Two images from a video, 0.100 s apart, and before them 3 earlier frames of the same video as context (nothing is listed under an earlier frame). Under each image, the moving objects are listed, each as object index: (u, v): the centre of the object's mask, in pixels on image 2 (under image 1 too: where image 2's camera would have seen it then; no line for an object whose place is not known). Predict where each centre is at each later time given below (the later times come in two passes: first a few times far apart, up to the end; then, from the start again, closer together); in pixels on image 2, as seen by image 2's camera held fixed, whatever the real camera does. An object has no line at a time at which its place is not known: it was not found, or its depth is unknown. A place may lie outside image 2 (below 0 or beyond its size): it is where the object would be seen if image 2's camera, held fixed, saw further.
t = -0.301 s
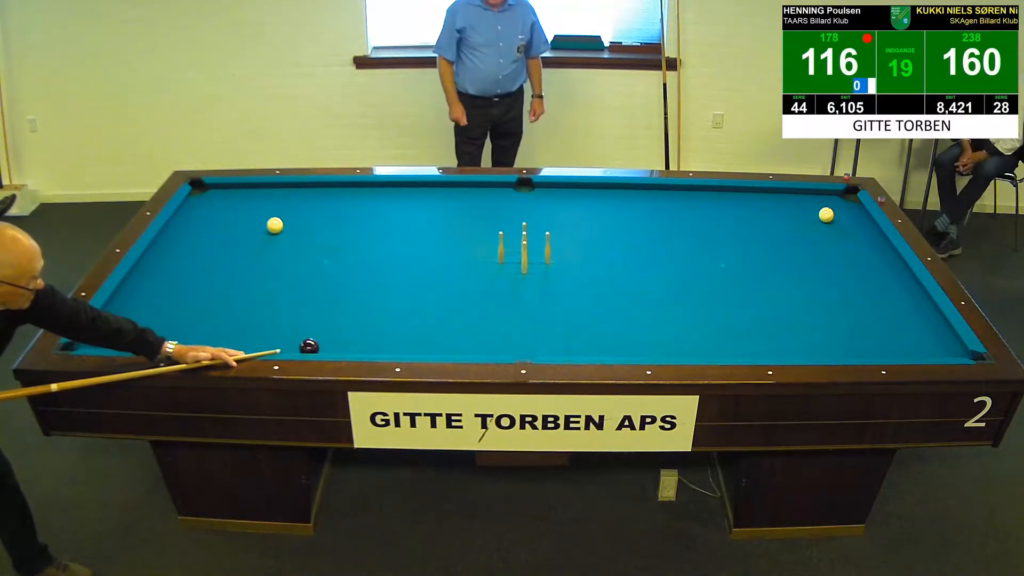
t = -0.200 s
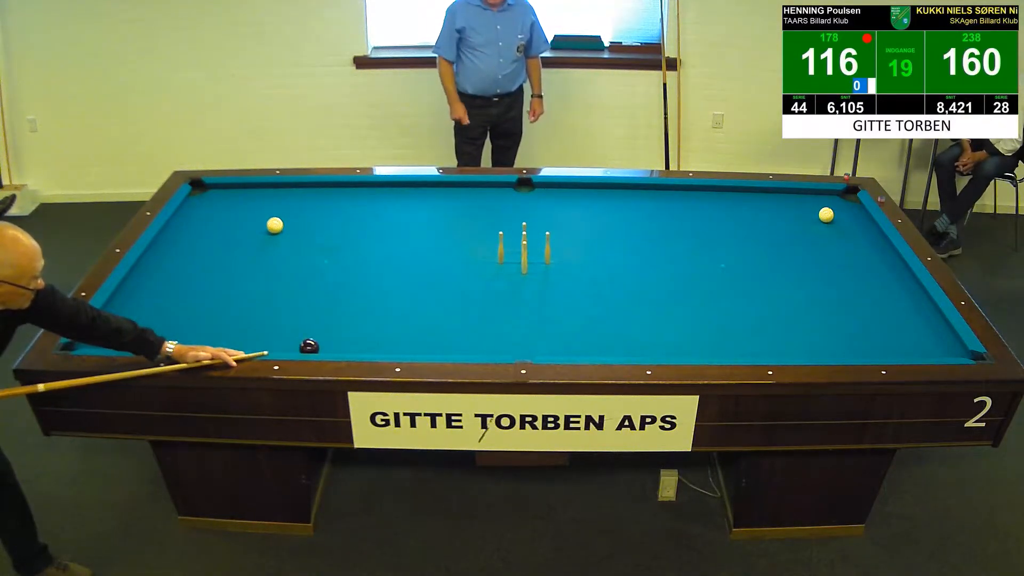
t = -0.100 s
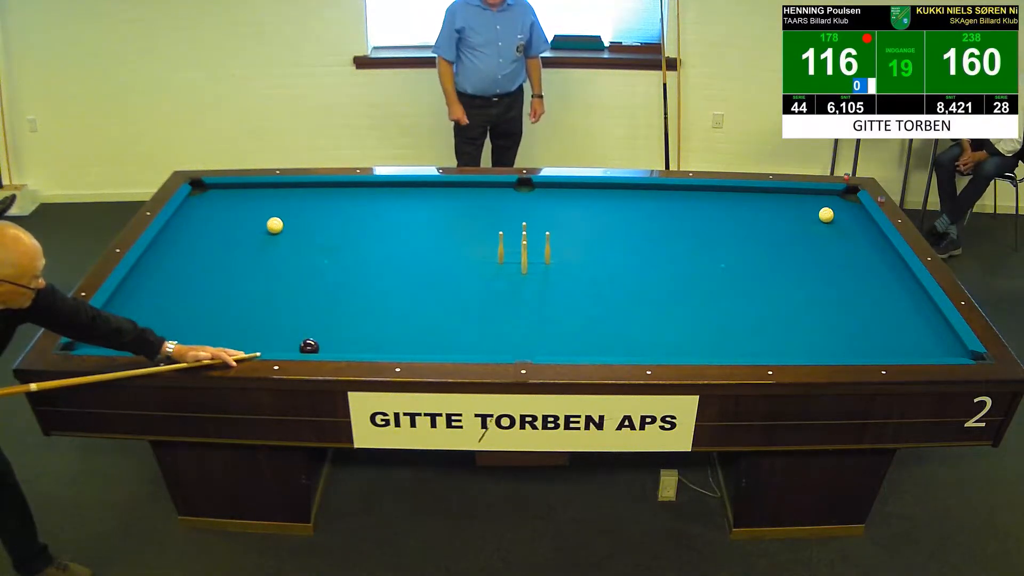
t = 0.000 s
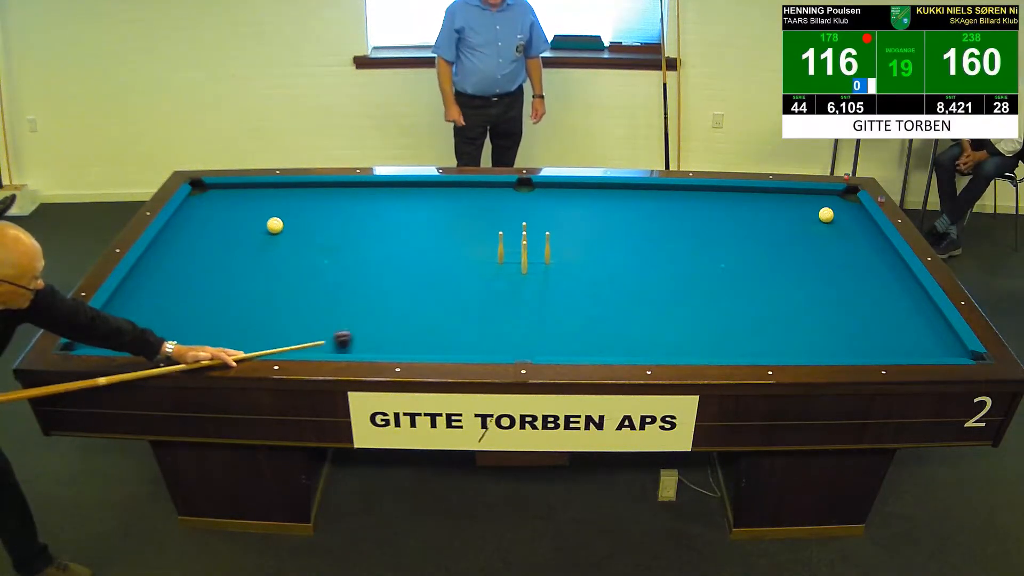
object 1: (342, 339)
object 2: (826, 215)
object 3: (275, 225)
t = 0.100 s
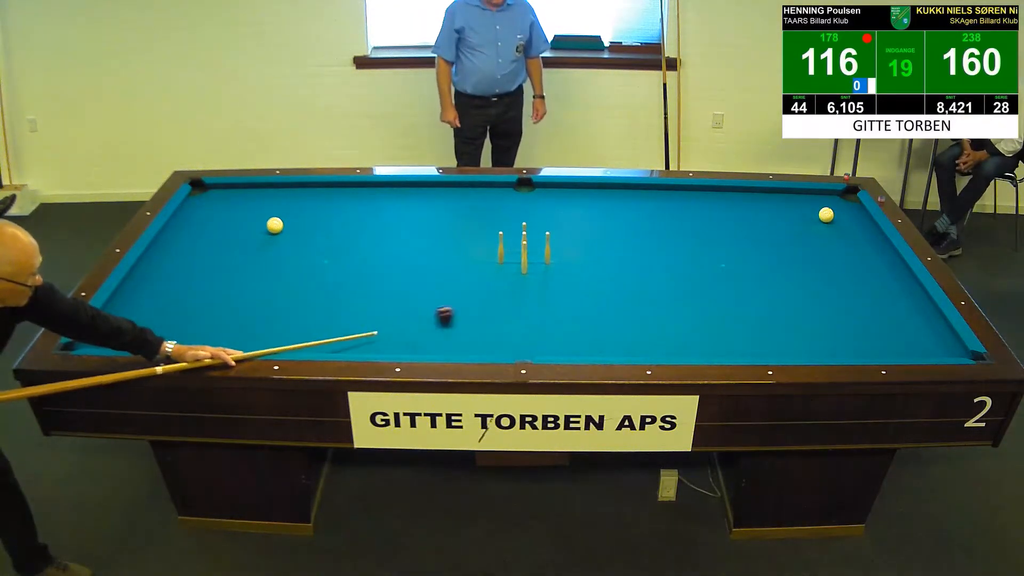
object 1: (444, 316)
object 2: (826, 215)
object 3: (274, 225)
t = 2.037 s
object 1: (539, 227)
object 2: (853, 314)
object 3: (275, 226)
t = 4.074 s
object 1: (232, 238)
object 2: (620, 250)
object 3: (193, 219)
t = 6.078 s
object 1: (151, 254)
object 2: (459, 188)
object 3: (323, 212)
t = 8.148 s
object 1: (155, 257)
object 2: (412, 213)
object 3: (378, 214)
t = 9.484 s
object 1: (155, 257)
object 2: (420, 218)
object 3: (373, 216)
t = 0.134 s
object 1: (475, 308)
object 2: (826, 215)
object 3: (275, 225)
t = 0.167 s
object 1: (505, 300)
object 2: (826, 215)
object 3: (275, 225)
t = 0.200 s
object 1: (535, 293)
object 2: (826, 215)
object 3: (274, 225)
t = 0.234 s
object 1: (562, 286)
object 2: (826, 215)
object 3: (275, 225)
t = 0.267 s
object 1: (587, 280)
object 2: (826, 215)
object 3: (274, 225)
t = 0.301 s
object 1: (612, 274)
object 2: (826, 215)
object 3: (274, 226)
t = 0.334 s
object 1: (636, 268)
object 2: (826, 215)
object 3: (275, 225)
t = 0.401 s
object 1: (680, 257)
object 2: (826, 215)
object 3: (275, 225)
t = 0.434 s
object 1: (702, 251)
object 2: (826, 215)
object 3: (275, 225)
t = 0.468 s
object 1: (722, 247)
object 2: (826, 215)
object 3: (275, 225)
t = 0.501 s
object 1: (742, 242)
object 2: (826, 215)
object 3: (275, 225)
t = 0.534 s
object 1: (762, 236)
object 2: (826, 215)
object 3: (275, 225)
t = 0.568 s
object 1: (780, 232)
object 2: (826, 215)
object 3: (275, 225)
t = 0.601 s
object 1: (799, 227)
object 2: (826, 215)
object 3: (274, 225)
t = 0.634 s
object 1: (816, 223)
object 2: (826, 215)
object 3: (275, 225)
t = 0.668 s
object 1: (832, 223)
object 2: (827, 211)
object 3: (274, 225)
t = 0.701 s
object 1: (845, 224)
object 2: (830, 206)
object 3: (275, 225)
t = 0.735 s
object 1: (860, 227)
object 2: (833, 200)
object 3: (275, 225)
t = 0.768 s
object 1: (874, 229)
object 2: (835, 195)
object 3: (275, 225)
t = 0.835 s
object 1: (855, 230)
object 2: (846, 198)
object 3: (275, 225)
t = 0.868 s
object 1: (844, 230)
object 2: (852, 202)
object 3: (275, 225)
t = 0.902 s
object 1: (834, 230)
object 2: (858, 205)
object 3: (275, 225)
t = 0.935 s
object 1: (823, 230)
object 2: (858, 208)
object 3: (275, 225)
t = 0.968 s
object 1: (814, 231)
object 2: (857, 211)
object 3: (275, 225)
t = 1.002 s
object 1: (804, 231)
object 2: (857, 214)
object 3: (275, 225)
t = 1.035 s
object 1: (795, 231)
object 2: (857, 217)
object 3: (275, 225)
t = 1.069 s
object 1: (787, 231)
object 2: (857, 219)
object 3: (275, 225)
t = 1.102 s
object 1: (778, 230)
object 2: (857, 222)
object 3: (275, 225)
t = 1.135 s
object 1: (770, 230)
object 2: (857, 225)
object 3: (275, 225)
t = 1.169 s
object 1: (762, 230)
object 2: (857, 228)
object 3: (275, 225)
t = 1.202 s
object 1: (753, 230)
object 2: (857, 230)
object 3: (275, 225)
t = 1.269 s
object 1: (736, 230)
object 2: (856, 236)
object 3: (275, 225)
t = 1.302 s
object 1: (728, 230)
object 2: (856, 239)
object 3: (274, 225)
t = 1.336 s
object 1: (719, 230)
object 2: (856, 242)
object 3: (274, 225)
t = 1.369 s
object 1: (711, 230)
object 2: (856, 245)
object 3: (274, 225)
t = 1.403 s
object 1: (702, 229)
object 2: (856, 248)
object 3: (274, 225)
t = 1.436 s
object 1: (694, 229)
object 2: (856, 251)
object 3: (274, 225)
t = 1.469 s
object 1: (685, 229)
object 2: (856, 254)
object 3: (274, 225)
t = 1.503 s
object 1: (676, 229)
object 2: (856, 258)
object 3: (275, 225)
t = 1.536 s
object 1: (668, 229)
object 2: (856, 261)
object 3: (275, 225)
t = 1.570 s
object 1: (659, 228)
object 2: (855, 264)
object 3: (274, 225)
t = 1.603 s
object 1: (651, 228)
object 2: (855, 267)
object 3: (274, 225)
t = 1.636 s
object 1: (642, 228)
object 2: (855, 271)
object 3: (274, 225)
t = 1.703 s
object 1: (625, 228)
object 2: (855, 277)
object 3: (274, 225)
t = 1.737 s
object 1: (616, 228)
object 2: (855, 281)
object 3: (274, 225)
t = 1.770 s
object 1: (608, 228)
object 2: (855, 284)
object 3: (274, 225)
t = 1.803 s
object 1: (599, 228)
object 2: (854, 288)
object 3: (274, 225)
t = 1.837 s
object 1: (590, 228)
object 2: (854, 291)
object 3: (275, 225)
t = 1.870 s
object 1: (582, 227)
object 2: (854, 295)
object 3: (275, 225)
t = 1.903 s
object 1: (573, 227)
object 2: (854, 299)
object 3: (275, 225)
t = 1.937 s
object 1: (565, 227)
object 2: (854, 302)
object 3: (275, 225)
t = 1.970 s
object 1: (556, 227)
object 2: (854, 306)
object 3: (275, 226)
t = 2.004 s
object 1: (547, 227)
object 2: (853, 310)
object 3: (275, 225)
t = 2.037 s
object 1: (539, 227)
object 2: (853, 314)
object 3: (275, 226)
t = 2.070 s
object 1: (531, 227)
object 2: (853, 318)
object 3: (275, 225)
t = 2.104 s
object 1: (521, 227)
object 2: (853, 322)
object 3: (275, 225)
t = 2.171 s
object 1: (505, 227)
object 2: (852, 330)
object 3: (275, 226)
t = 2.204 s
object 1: (495, 227)
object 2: (852, 334)
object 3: (275, 225)
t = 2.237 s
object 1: (487, 227)
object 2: (852, 338)
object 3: (275, 225)
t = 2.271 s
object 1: (479, 227)
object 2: (851, 342)
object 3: (275, 225)
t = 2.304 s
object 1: (471, 227)
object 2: (851, 346)
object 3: (275, 225)
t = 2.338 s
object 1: (462, 227)
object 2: (851, 350)
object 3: (275, 225)
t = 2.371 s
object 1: (454, 227)
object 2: (851, 352)
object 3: (275, 225)
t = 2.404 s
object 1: (445, 227)
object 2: (845, 351)
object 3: (275, 225)
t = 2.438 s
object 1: (437, 227)
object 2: (839, 349)
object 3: (275, 225)
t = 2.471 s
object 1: (429, 227)
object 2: (833, 346)
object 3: (275, 225)
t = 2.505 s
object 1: (420, 227)
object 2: (828, 344)
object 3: (275, 225)
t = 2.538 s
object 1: (412, 227)
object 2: (823, 342)
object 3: (275, 225)
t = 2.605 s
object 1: (396, 227)
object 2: (812, 337)
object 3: (275, 225)
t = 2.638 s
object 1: (388, 227)
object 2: (807, 334)
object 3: (275, 225)
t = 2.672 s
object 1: (380, 227)
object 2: (802, 332)
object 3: (275, 225)
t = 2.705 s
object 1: (371, 227)
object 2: (797, 330)
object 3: (275, 225)
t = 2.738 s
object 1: (364, 227)
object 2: (792, 327)
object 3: (275, 225)
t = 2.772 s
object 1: (356, 227)
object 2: (787, 325)
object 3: (275, 225)
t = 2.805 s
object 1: (347, 227)
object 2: (782, 323)
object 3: (274, 225)
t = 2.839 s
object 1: (340, 227)
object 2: (777, 320)
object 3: (274, 225)
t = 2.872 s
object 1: (332, 227)
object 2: (772, 318)
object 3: (274, 225)
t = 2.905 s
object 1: (324, 227)
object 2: (767, 316)
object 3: (275, 225)
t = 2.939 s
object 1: (316, 227)
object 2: (762, 313)
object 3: (274, 225)
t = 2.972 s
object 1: (309, 227)
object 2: (757, 311)
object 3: (275, 225)
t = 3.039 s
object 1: (293, 227)
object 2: (748, 307)
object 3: (274, 225)
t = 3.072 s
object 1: (289, 227)
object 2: (743, 305)
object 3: (271, 225)
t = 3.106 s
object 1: (288, 228)
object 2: (739, 303)
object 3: (265, 225)
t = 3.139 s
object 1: (286, 228)
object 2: (734, 301)
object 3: (260, 225)
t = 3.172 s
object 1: (284, 229)
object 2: (730, 299)
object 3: (255, 224)
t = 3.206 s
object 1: (282, 229)
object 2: (725, 297)
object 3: (250, 224)
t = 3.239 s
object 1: (280, 229)
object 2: (720, 295)
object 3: (246, 224)
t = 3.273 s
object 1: (278, 230)
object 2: (716, 293)
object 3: (242, 224)
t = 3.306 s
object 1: (276, 230)
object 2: (712, 291)
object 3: (237, 223)
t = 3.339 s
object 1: (274, 231)
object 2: (707, 289)
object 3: (233, 223)
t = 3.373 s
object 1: (272, 231)
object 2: (703, 287)
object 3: (229, 223)
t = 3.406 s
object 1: (270, 231)
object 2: (699, 285)
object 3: (225, 223)
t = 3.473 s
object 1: (266, 232)
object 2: (690, 281)
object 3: (216, 222)
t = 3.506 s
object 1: (264, 232)
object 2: (686, 279)
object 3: (212, 222)
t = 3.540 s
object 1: (262, 233)
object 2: (682, 277)
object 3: (208, 222)
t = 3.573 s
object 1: (260, 233)
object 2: (678, 275)
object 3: (204, 221)
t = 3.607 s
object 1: (258, 233)
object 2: (674, 274)
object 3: (200, 221)
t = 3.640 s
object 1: (256, 234)
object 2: (670, 272)
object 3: (196, 221)
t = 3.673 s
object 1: (254, 234)
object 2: (666, 270)
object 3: (192, 221)
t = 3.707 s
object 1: (252, 234)
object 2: (662, 268)
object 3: (188, 221)
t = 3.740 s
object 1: (250, 235)
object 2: (658, 267)
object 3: (184, 220)
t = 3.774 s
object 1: (248, 235)
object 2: (654, 265)
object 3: (181, 220)
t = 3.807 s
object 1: (246, 236)
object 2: (650, 263)
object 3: (177, 220)
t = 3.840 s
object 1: (244, 236)
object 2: (646, 261)
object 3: (174, 220)
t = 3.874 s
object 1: (243, 236)
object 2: (642, 260)
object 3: (177, 220)
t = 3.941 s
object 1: (239, 237)
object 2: (635, 256)
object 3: (182, 219)
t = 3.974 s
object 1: (237, 238)
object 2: (631, 255)
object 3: (185, 219)
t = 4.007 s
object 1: (235, 238)
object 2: (628, 253)
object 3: (187, 219)
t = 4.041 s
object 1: (234, 238)
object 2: (624, 251)
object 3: (190, 219)
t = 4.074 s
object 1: (232, 238)
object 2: (620, 250)
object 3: (193, 219)
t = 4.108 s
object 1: (230, 239)
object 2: (617, 248)
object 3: (195, 218)
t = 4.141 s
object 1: (228, 239)
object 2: (613, 247)
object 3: (198, 218)
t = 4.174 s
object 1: (227, 239)
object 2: (610, 245)
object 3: (200, 218)
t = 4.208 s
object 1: (225, 240)
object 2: (606, 244)
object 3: (202, 218)
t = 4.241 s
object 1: (223, 240)
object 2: (603, 242)
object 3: (205, 218)
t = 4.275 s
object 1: (222, 240)
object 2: (600, 240)
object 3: (207, 218)
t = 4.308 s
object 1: (220, 240)
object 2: (596, 239)
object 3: (210, 217)
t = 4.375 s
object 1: (217, 241)
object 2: (589, 236)
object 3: (215, 217)
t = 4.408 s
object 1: (215, 241)
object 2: (586, 235)
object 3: (217, 217)
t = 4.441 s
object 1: (214, 242)
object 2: (583, 233)
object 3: (220, 217)
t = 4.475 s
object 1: (212, 242)
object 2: (580, 232)
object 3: (222, 217)
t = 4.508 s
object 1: (210, 242)
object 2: (577, 231)
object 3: (224, 217)
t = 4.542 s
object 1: (209, 243)
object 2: (573, 229)
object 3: (227, 216)
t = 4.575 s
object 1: (207, 243)
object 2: (570, 228)
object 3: (229, 216)
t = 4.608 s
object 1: (206, 243)
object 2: (567, 226)
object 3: (232, 216)
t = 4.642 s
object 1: (204, 243)
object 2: (564, 225)
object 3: (234, 216)
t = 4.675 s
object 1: (203, 244)
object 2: (561, 224)
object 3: (236, 216)
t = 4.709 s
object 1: (201, 244)
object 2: (558, 222)
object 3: (239, 216)
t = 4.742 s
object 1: (200, 244)
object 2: (555, 221)
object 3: (241, 216)
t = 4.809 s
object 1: (197, 245)
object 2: (549, 218)
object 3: (245, 215)
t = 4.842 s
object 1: (195, 245)
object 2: (546, 217)
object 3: (248, 215)
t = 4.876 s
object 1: (194, 245)
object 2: (543, 216)
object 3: (250, 215)
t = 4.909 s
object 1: (192, 246)
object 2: (540, 215)
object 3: (252, 215)
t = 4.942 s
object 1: (191, 246)
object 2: (537, 213)
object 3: (254, 215)
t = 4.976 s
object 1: (189, 247)
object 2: (535, 212)
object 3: (257, 215)
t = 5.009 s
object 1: (188, 247)
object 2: (532, 211)
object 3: (259, 215)
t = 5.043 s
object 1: (187, 247)
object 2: (529, 210)
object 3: (261, 215)
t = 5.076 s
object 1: (185, 247)
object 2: (527, 208)
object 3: (263, 215)
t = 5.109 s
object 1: (184, 247)
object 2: (524, 207)
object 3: (265, 215)
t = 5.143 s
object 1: (183, 247)
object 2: (521, 206)
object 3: (268, 214)
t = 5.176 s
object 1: (181, 248)
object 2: (518, 205)
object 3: (270, 214)
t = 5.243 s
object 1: (179, 248)
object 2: (513, 203)
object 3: (274, 214)
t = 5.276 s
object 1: (178, 248)
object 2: (511, 202)
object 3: (276, 214)
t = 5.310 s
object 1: (176, 249)
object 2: (508, 201)
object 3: (278, 214)
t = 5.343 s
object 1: (175, 249)
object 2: (506, 200)
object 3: (280, 214)
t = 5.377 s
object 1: (174, 249)
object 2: (503, 198)
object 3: (282, 214)
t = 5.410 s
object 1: (173, 249)
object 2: (500, 197)
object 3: (284, 214)
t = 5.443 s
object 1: (171, 250)
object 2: (498, 196)
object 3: (286, 214)
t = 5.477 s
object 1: (170, 250)
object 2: (495, 195)
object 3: (288, 214)
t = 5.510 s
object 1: (169, 250)
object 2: (493, 194)
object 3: (290, 213)
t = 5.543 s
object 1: (168, 250)
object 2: (491, 193)
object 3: (292, 213)
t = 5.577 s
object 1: (167, 251)
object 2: (488, 192)
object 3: (294, 213)
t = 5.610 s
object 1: (166, 251)
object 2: (486, 191)
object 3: (296, 213)
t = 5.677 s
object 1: (163, 251)
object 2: (481, 189)
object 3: (300, 213)
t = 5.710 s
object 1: (162, 252)
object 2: (479, 188)
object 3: (302, 213)
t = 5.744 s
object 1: (161, 252)
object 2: (477, 187)
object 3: (304, 213)
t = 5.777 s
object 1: (160, 252)
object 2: (474, 186)
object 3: (306, 213)
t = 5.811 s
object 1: (159, 253)
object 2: (472, 185)
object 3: (308, 213)
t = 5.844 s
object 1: (158, 253)
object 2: (470, 185)
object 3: (310, 213)
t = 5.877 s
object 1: (157, 253)
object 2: (469, 185)
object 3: (312, 213)
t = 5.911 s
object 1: (156, 253)
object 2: (467, 186)
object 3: (314, 213)
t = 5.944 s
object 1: (155, 253)
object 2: (465, 186)
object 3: (316, 213)
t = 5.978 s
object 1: (154, 254)
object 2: (464, 187)
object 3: (317, 213)
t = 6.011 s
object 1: (153, 254)
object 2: (462, 187)
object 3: (319, 213)
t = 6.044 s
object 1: (152, 254)
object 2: (461, 188)
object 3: (321, 213)
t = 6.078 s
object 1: (151, 254)
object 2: (459, 188)
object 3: (323, 212)
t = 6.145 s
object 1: (149, 255)
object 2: (456, 190)
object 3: (326, 212)
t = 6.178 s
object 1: (148, 255)
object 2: (455, 190)
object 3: (328, 212)
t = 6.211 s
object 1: (148, 255)
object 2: (453, 190)
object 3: (330, 212)
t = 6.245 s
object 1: (148, 255)
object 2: (452, 191)
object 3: (331, 212)
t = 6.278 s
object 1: (148, 255)
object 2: (450, 192)
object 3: (333, 212)
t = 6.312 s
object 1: (148, 255)
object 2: (449, 192)
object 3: (335, 212)
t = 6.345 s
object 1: (149, 255)
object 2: (447, 192)
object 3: (337, 212)
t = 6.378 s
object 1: (149, 255)
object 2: (446, 193)
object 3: (338, 212)
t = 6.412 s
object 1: (149, 255)
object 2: (445, 193)
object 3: (340, 212)
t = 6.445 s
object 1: (150, 255)
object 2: (443, 194)
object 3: (341, 212)
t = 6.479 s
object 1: (150, 255)
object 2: (442, 194)
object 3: (343, 212)
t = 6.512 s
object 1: (150, 255)
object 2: (440, 195)
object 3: (345, 212)
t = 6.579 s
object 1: (151, 255)
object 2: (438, 196)
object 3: (348, 211)
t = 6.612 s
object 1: (151, 255)
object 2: (436, 196)
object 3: (350, 212)
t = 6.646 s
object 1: (151, 255)
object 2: (435, 197)
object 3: (351, 212)
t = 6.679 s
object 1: (151, 255)
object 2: (433, 197)
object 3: (353, 211)
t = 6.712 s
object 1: (152, 256)
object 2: (432, 198)
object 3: (354, 211)
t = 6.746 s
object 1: (152, 256)
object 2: (431, 198)
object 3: (356, 211)
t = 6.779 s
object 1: (152, 256)
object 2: (429, 199)
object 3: (357, 211)
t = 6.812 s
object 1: (152, 256)
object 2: (428, 199)
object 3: (359, 211)
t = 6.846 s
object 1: (152, 256)
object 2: (427, 200)
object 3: (360, 211)
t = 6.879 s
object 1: (153, 256)
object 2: (425, 200)
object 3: (361, 211)
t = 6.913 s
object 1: (153, 256)
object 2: (424, 201)
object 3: (363, 211)
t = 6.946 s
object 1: (153, 256)
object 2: (422, 201)
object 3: (364, 211)
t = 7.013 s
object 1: (153, 256)
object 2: (420, 202)
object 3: (367, 211)
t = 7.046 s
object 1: (154, 256)
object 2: (418, 203)
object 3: (369, 211)
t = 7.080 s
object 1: (154, 256)
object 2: (417, 203)
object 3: (370, 211)
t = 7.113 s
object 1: (154, 256)
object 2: (416, 204)
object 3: (371, 211)
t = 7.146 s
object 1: (154, 256)
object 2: (415, 204)
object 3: (373, 211)
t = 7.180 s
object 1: (154, 256)
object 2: (413, 204)
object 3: (374, 211)
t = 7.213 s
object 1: (154, 256)
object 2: (412, 205)
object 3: (375, 211)
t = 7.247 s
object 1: (154, 256)
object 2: (411, 205)
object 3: (377, 211)
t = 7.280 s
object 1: (155, 257)
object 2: (409, 206)
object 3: (378, 211)
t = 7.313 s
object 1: (155, 257)
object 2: (408, 206)
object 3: (380, 211)
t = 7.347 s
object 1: (155, 257)
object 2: (407, 207)
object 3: (381, 211)
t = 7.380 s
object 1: (155, 257)
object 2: (406, 207)
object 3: (382, 211)
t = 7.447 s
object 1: (155, 257)
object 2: (403, 208)
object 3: (384, 211)
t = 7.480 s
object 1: (155, 257)
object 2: (402, 209)
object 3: (386, 211)
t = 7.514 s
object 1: (155, 257)
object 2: (402, 209)
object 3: (385, 211)
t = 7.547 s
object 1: (155, 257)
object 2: (403, 209)
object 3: (385, 211)
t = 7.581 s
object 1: (155, 257)
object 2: (404, 209)
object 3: (384, 211)
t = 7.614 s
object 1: (155, 257)
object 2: (404, 210)
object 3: (384, 211)
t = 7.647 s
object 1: (155, 257)
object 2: (405, 210)
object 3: (383, 212)
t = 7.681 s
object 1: (155, 257)
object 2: (405, 210)
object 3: (383, 212)
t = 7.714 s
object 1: (155, 257)
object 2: (406, 210)
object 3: (382, 212)
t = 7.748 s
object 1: (155, 257)
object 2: (406, 211)
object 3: (382, 212)
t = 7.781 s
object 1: (155, 257)
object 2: (407, 211)
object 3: (382, 212)
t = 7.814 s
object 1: (155, 257)
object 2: (407, 211)
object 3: (381, 213)
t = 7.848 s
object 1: (155, 257)
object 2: (408, 211)
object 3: (381, 213)
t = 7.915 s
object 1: (155, 257)
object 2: (409, 212)
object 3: (380, 213)
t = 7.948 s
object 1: (155, 257)
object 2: (409, 212)
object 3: (380, 213)
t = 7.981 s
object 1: (155, 257)
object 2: (410, 212)
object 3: (379, 213)
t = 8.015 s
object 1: (155, 257)
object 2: (410, 212)
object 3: (379, 213)
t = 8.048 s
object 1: (155, 257)
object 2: (411, 213)
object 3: (378, 214)
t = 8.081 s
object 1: (155, 257)
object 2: (411, 213)
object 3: (378, 214)
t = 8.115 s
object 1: (155, 257)
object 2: (411, 213)
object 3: (378, 214)
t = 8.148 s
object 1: (155, 257)
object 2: (412, 213)
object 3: (378, 214)
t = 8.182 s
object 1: (155, 257)
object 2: (412, 214)
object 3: (377, 214)
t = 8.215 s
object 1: (155, 257)
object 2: (413, 214)
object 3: (377, 214)
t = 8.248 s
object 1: (155, 257)
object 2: (413, 214)
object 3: (377, 214)
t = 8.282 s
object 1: (155, 257)
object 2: (413, 214)
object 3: (376, 215)
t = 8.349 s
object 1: (155, 257)
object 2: (414, 214)
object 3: (376, 215)
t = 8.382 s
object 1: (155, 257)
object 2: (414, 214)
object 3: (375, 215)
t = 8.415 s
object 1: (155, 257)
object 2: (415, 214)
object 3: (375, 215)
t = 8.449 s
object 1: (155, 257)
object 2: (415, 215)
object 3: (375, 215)
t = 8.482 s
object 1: (155, 257)
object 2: (416, 215)
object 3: (375, 215)
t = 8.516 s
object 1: (155, 257)
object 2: (416, 215)
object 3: (375, 215)
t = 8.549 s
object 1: (155, 257)
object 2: (416, 215)
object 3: (374, 215)
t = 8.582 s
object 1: (155, 257)
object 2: (416, 215)
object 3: (374, 215)
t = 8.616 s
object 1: (155, 257)
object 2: (417, 215)
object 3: (374, 215)
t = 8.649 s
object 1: (155, 257)
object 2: (417, 216)
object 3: (374, 215)
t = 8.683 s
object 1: (155, 257)
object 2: (417, 216)
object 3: (374, 216)
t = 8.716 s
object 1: (155, 257)
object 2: (417, 216)
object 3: (374, 216)
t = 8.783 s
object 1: (155, 257)
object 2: (418, 216)
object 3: (373, 216)
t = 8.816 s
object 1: (155, 257)
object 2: (418, 216)
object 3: (373, 216)
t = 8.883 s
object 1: (155, 257)
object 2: (418, 216)
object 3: (373, 216)
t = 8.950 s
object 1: (155, 257)
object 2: (419, 217)
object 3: (373, 216)
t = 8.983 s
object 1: (155, 257)
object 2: (419, 217)
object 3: (373, 216)
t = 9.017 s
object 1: (155, 257)
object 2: (419, 217)
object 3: (373, 216)
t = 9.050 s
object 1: (155, 257)
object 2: (419, 217)
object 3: (373, 216)
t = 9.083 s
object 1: (155, 257)
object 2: (419, 217)
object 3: (373, 216)
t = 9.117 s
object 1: (155, 257)
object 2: (420, 217)
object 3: (373, 216)
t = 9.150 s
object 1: (155, 257)
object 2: (420, 217)
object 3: (373, 216)
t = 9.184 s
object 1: (155, 257)
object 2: (420, 217)
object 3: (373, 216)
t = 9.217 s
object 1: (155, 257)
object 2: (420, 217)
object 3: (373, 216)
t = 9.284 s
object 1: (155, 257)
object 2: (420, 217)
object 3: (373, 216)
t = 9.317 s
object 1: (155, 257)
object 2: (420, 217)
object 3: (373, 216)
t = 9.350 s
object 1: (155, 257)
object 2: (420, 217)
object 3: (373, 216)
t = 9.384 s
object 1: (155, 257)
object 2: (420, 218)
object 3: (373, 216)
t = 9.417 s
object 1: (155, 257)
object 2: (420, 218)
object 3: (373, 216)
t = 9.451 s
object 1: (155, 257)
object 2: (420, 218)
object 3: (373, 216)
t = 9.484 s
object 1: (155, 257)
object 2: (420, 218)
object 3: (373, 216)
